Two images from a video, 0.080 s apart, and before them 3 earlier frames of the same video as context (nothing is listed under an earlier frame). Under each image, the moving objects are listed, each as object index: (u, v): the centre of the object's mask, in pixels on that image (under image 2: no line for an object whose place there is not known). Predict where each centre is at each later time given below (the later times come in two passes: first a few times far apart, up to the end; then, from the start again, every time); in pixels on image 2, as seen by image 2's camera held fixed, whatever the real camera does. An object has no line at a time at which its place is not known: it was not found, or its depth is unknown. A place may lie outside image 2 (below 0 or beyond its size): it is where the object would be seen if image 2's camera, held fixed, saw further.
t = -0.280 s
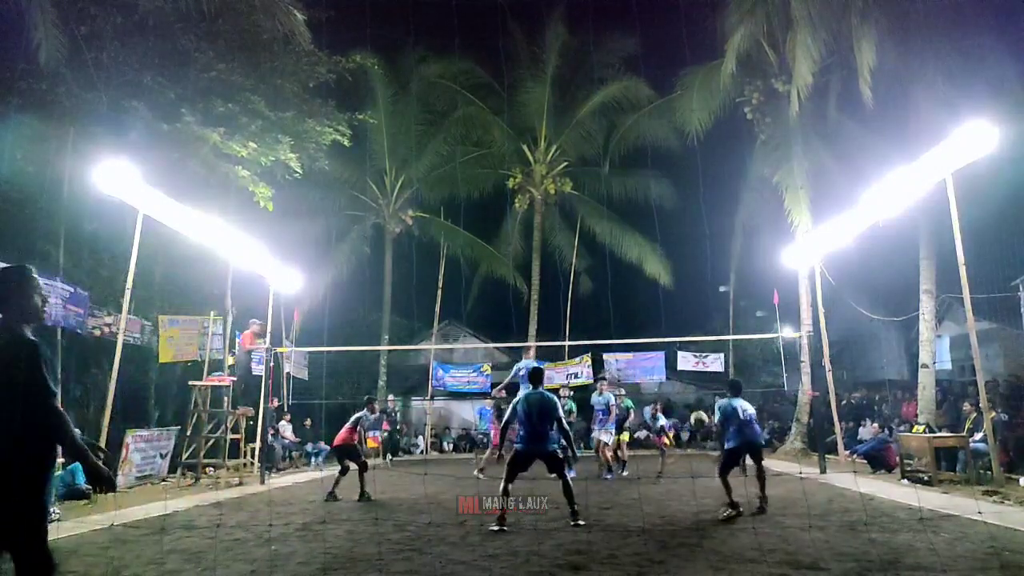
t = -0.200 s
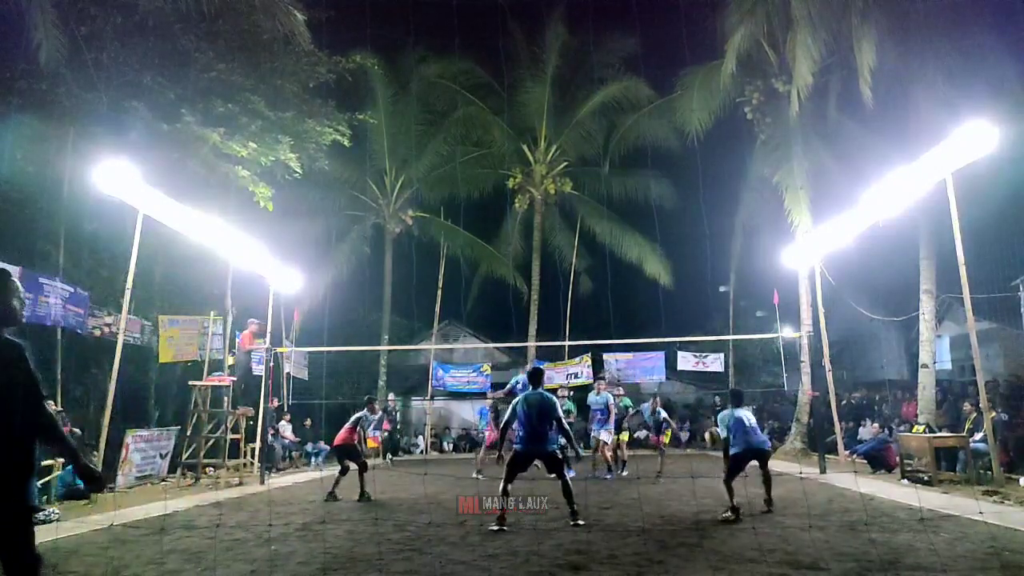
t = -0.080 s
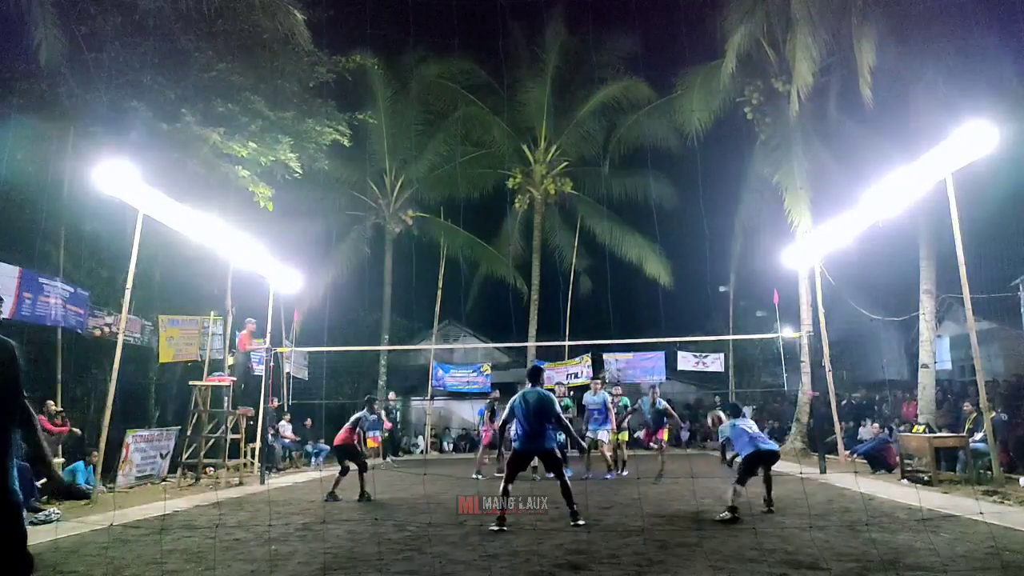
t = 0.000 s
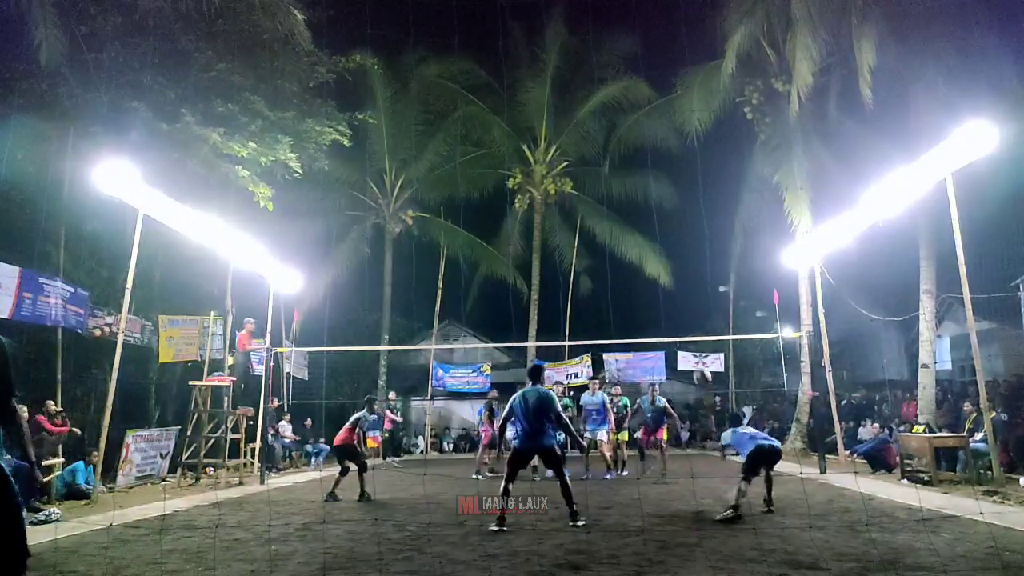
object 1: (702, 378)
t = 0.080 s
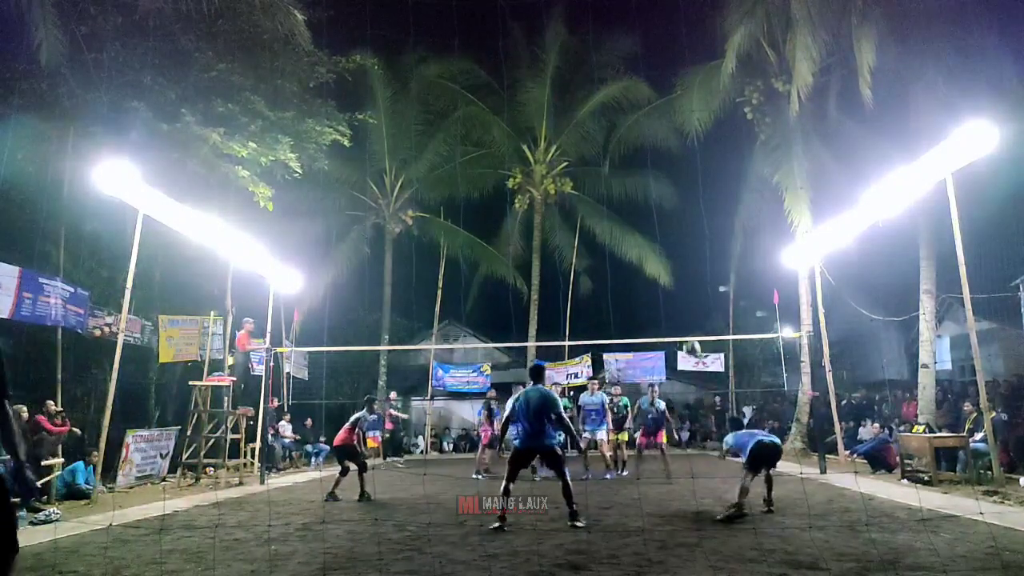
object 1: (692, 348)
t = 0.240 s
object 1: (669, 300)
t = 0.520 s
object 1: (643, 273)
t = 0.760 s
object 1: (625, 283)
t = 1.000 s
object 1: (612, 318)
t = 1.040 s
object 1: (610, 324)
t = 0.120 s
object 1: (684, 330)
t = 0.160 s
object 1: (680, 321)
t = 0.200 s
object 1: (676, 312)
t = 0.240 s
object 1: (669, 300)
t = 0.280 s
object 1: (666, 294)
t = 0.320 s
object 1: (662, 289)
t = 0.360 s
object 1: (657, 283)
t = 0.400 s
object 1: (654, 279)
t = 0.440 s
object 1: (649, 275)
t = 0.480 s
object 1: (646, 274)
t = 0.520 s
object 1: (643, 273)
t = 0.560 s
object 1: (639, 272)
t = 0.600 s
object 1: (637, 273)
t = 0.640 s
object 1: (634, 274)
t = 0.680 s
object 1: (630, 277)
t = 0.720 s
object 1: (628, 279)
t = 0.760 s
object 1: (625, 283)
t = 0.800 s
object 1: (623, 287)
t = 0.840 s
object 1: (621, 291)
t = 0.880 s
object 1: (618, 298)
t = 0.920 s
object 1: (616, 303)
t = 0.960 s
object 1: (614, 308)
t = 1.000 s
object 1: (612, 318)
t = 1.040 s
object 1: (610, 324)
